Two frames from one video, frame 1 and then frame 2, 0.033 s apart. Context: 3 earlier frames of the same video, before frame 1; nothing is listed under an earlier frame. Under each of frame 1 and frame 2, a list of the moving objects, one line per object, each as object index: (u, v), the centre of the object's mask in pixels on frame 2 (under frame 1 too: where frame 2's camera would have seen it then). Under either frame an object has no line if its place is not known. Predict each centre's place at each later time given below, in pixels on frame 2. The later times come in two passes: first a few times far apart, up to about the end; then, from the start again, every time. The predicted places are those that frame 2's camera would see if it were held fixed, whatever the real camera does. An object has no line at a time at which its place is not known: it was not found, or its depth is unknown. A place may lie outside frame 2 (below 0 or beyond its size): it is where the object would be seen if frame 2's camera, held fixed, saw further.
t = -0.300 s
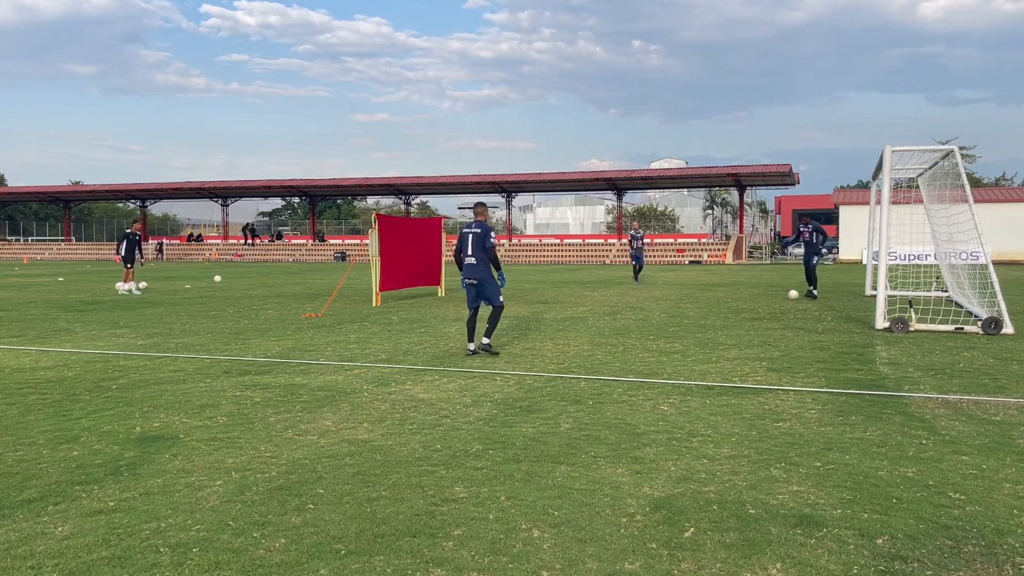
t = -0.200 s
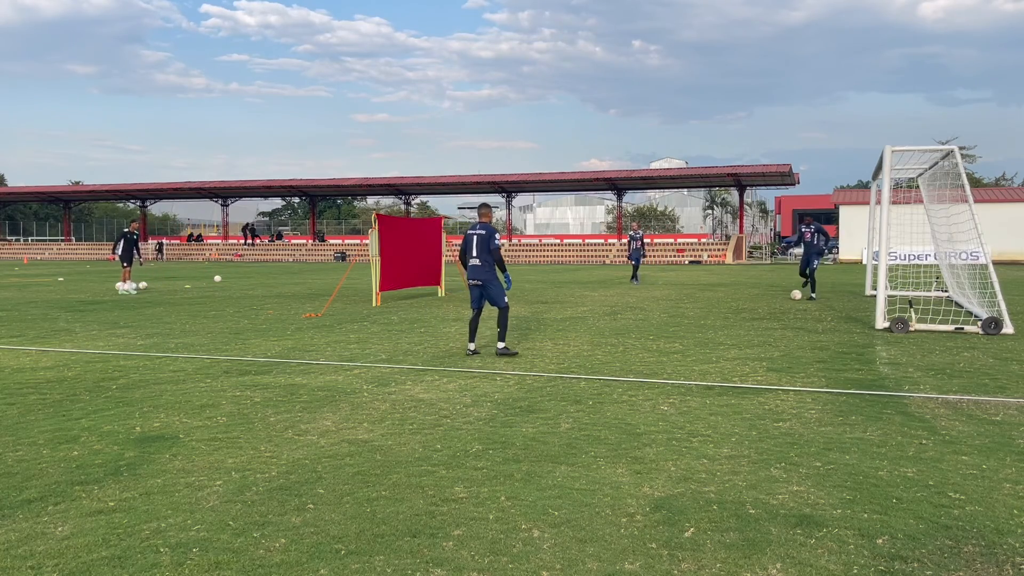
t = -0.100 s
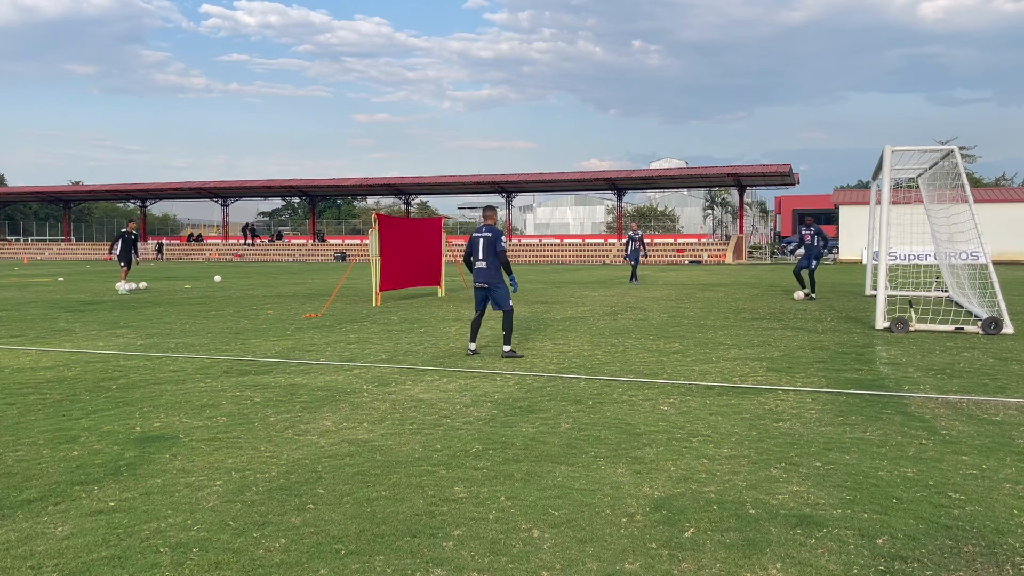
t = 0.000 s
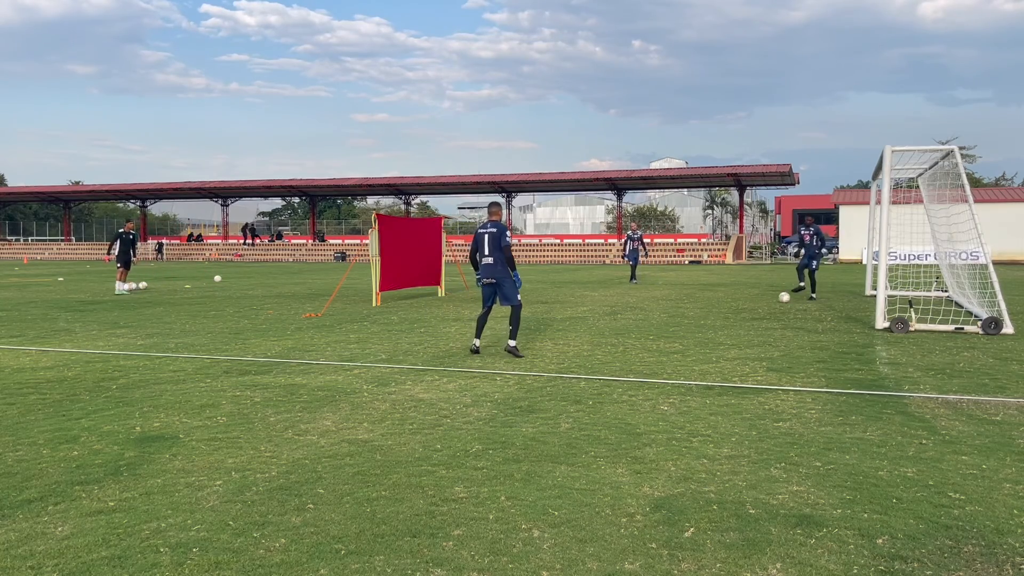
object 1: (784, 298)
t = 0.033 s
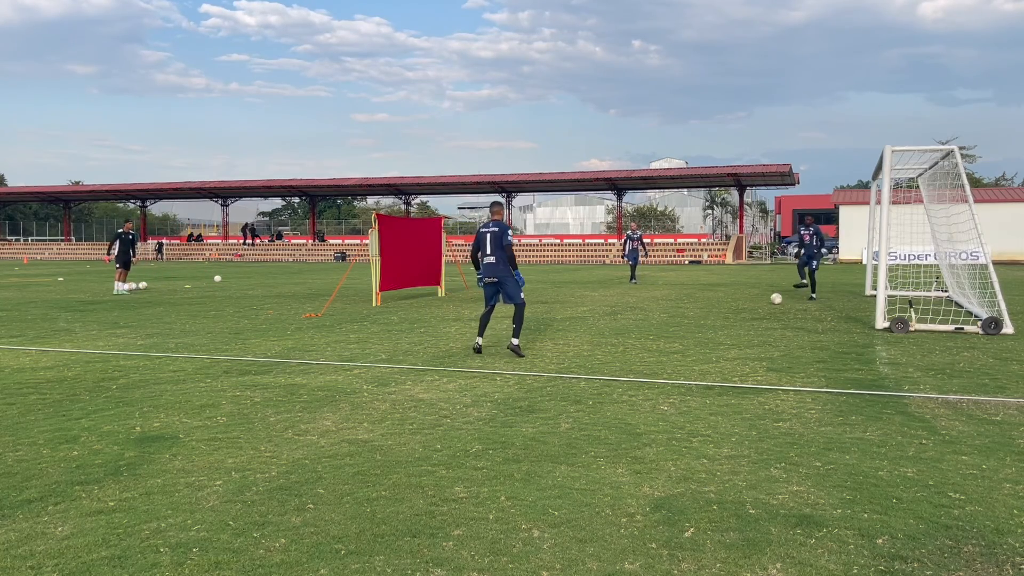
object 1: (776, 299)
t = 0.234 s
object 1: (724, 310)
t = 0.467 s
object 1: (652, 321)
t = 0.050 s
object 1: (772, 300)
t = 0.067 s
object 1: (768, 300)
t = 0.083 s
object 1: (764, 301)
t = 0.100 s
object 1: (759, 302)
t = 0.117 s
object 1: (755, 303)
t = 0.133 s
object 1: (751, 304)
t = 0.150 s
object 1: (746, 305)
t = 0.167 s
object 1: (742, 306)
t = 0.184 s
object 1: (738, 307)
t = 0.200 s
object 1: (733, 308)
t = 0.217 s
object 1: (729, 309)
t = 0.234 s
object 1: (724, 310)
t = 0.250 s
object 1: (719, 310)
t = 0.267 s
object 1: (714, 311)
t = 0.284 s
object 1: (709, 312)
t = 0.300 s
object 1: (705, 313)
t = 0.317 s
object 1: (700, 314)
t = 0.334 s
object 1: (694, 315)
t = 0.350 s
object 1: (689, 316)
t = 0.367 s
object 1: (684, 317)
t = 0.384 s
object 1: (679, 317)
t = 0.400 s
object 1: (674, 318)
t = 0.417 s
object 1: (668, 318)
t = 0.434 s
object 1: (663, 319)
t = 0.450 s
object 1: (657, 320)
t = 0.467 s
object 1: (652, 321)
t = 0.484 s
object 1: (646, 323)
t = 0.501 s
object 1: (640, 324)
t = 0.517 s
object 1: (634, 326)
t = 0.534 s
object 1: (628, 328)
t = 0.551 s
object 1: (622, 330)
